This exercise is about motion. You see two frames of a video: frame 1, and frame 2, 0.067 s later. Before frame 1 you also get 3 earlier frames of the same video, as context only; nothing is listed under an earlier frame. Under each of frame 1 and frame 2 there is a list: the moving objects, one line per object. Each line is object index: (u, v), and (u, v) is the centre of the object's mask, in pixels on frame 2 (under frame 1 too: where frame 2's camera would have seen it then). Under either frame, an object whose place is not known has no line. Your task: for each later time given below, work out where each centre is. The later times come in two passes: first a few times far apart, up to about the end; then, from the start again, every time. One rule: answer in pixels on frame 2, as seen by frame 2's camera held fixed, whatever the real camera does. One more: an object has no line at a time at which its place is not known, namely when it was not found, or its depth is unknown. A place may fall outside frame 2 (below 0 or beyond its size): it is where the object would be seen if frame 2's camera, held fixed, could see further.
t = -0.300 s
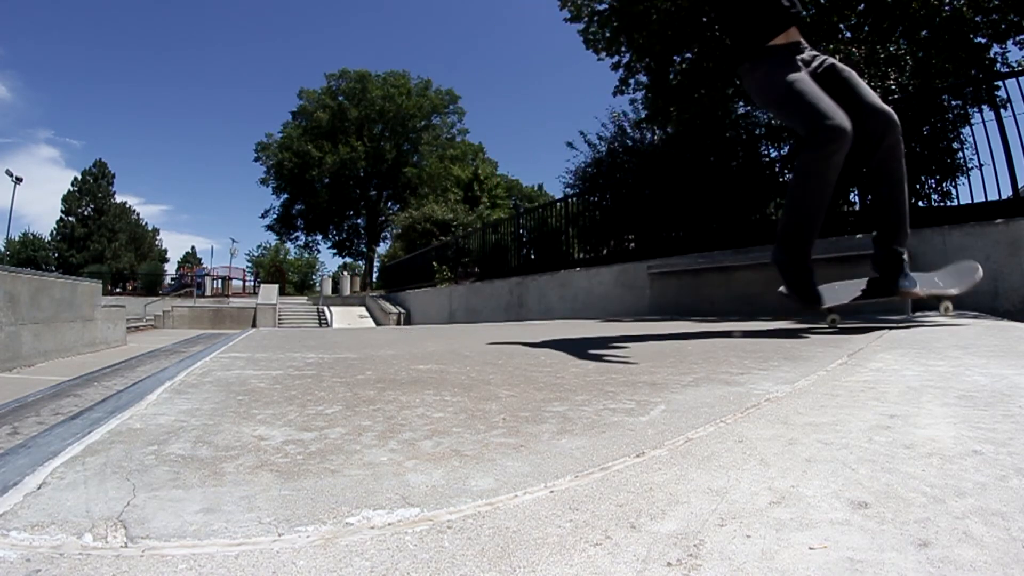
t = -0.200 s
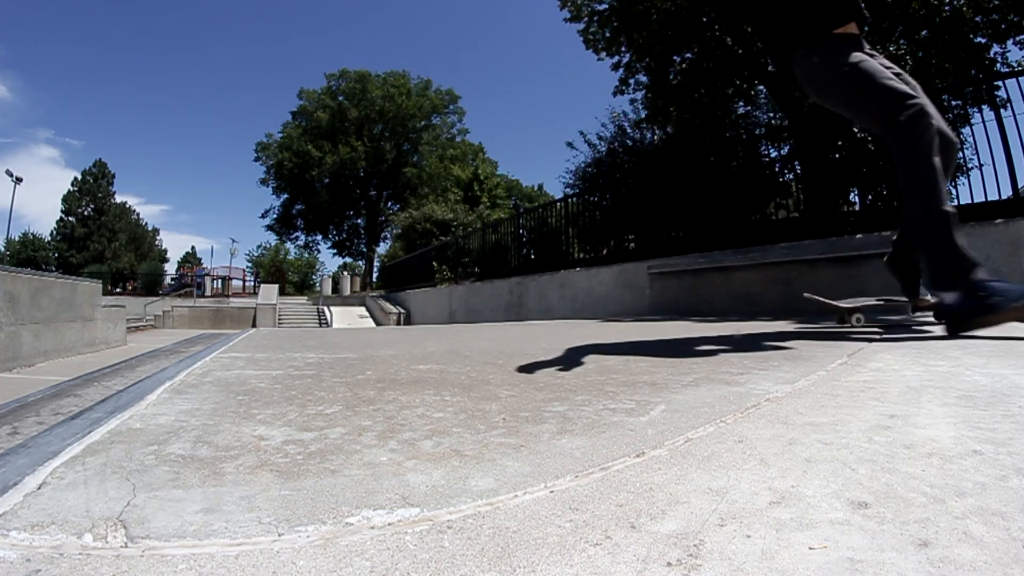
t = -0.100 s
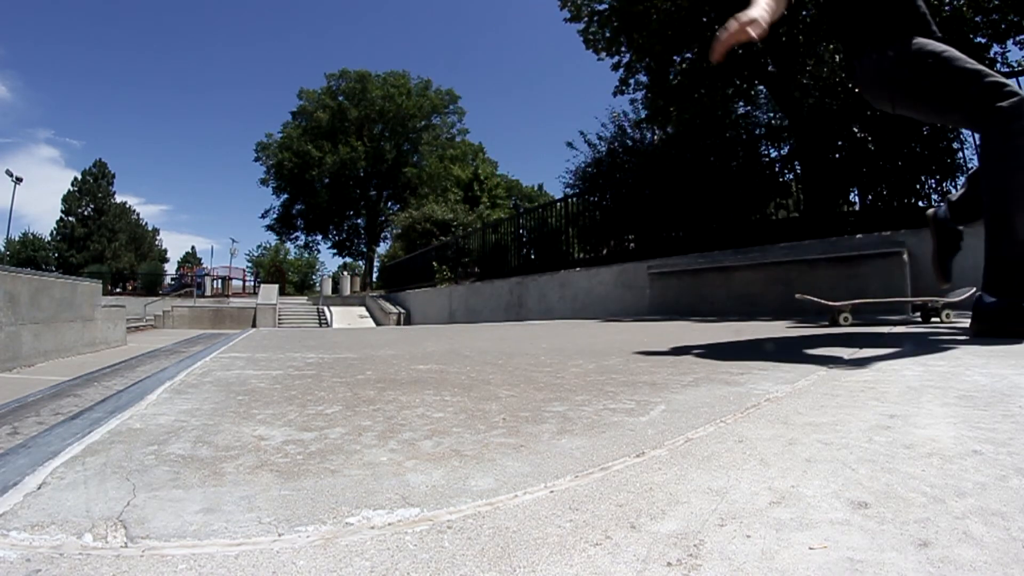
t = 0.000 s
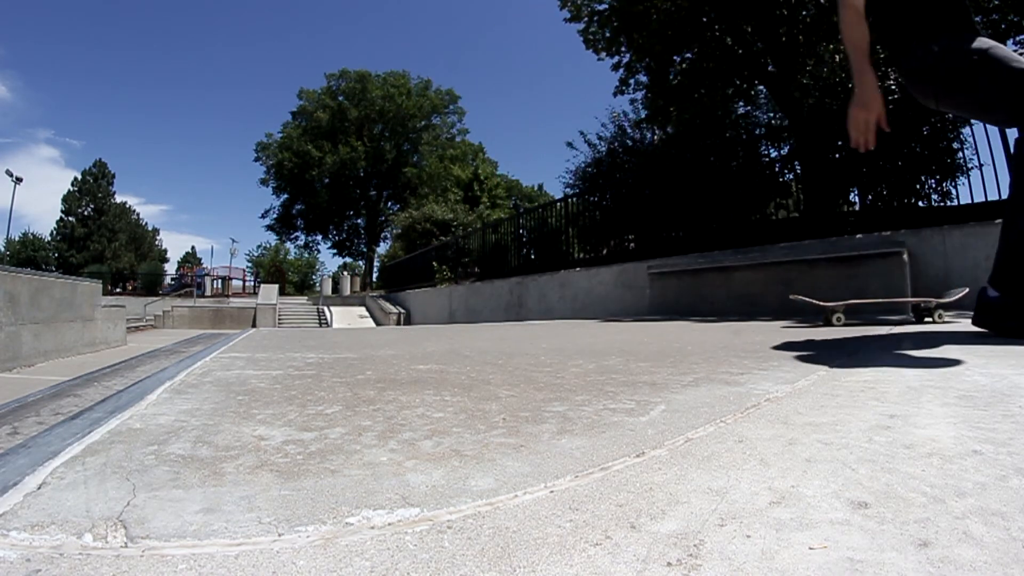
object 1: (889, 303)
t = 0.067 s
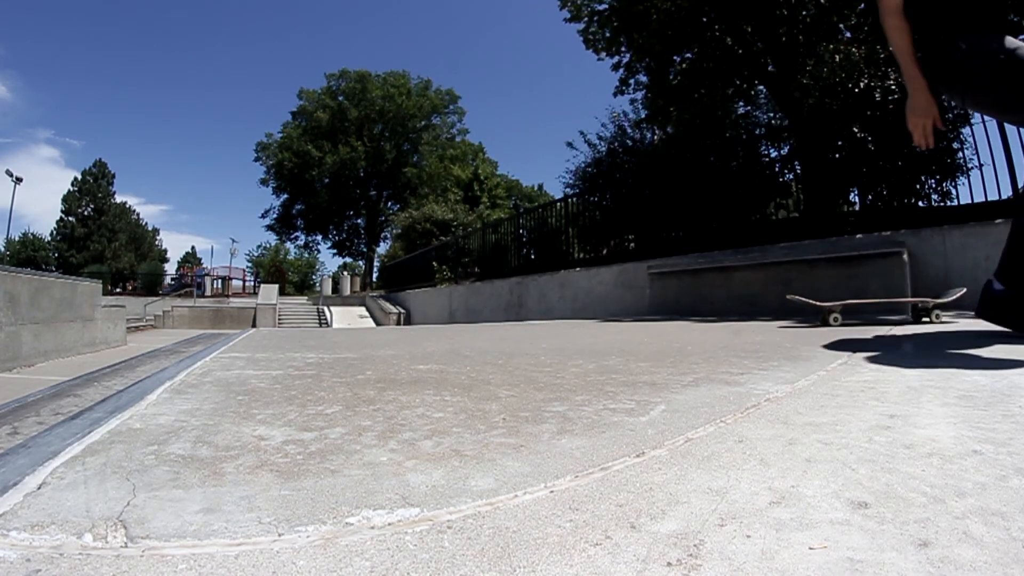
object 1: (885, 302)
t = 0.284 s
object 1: (875, 303)
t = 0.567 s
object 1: (866, 303)
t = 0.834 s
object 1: (857, 303)
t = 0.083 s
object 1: (883, 303)
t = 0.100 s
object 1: (884, 302)
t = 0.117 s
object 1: (883, 302)
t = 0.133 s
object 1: (882, 303)
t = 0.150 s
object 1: (882, 302)
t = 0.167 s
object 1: (880, 303)
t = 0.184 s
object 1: (879, 303)
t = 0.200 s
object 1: (879, 302)
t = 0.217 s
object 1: (877, 303)
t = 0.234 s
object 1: (878, 302)
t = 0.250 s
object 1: (877, 303)
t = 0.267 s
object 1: (876, 303)
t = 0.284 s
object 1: (875, 303)
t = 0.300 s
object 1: (875, 303)
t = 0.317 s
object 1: (874, 303)
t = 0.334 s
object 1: (873, 303)
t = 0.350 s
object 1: (871, 303)
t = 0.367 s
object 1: (871, 303)
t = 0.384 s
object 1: (870, 303)
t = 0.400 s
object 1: (870, 303)
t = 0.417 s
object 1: (870, 303)
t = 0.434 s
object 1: (870, 303)
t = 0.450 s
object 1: (869, 303)
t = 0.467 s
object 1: (868, 303)
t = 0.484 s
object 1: (868, 303)
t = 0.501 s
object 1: (867, 303)
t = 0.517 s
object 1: (867, 303)
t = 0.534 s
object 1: (867, 303)
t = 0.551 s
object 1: (866, 303)
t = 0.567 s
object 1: (866, 303)
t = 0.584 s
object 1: (865, 303)
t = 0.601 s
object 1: (864, 303)
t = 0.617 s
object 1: (863, 303)
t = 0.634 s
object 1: (863, 303)
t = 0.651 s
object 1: (862, 303)
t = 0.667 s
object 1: (861, 303)
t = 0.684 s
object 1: (860, 303)
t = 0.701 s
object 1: (860, 303)
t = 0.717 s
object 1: (860, 303)
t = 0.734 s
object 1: (860, 303)
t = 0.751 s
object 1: (859, 303)
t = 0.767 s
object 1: (859, 303)
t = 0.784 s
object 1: (858, 303)
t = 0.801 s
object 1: (857, 303)
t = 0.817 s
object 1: (857, 303)
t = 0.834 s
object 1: (857, 303)
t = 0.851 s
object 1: (857, 304)
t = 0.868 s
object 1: (856, 304)
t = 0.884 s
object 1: (855, 304)
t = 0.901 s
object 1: (855, 304)
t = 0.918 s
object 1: (855, 304)
